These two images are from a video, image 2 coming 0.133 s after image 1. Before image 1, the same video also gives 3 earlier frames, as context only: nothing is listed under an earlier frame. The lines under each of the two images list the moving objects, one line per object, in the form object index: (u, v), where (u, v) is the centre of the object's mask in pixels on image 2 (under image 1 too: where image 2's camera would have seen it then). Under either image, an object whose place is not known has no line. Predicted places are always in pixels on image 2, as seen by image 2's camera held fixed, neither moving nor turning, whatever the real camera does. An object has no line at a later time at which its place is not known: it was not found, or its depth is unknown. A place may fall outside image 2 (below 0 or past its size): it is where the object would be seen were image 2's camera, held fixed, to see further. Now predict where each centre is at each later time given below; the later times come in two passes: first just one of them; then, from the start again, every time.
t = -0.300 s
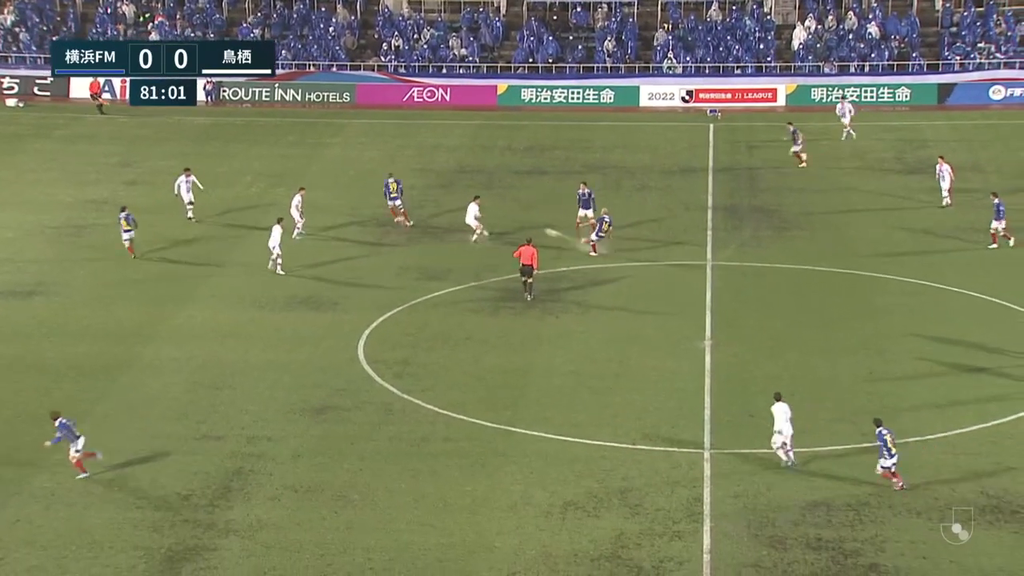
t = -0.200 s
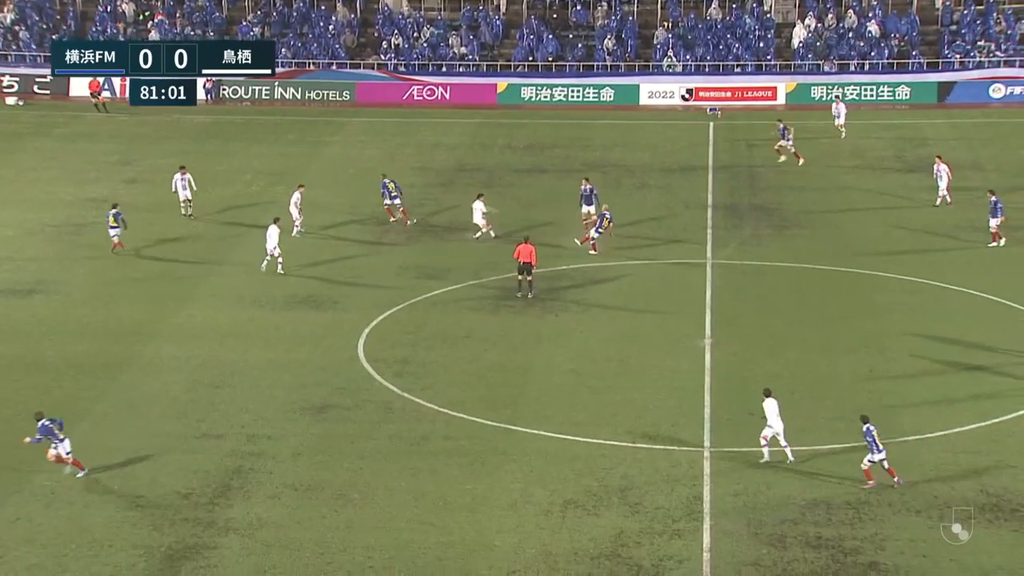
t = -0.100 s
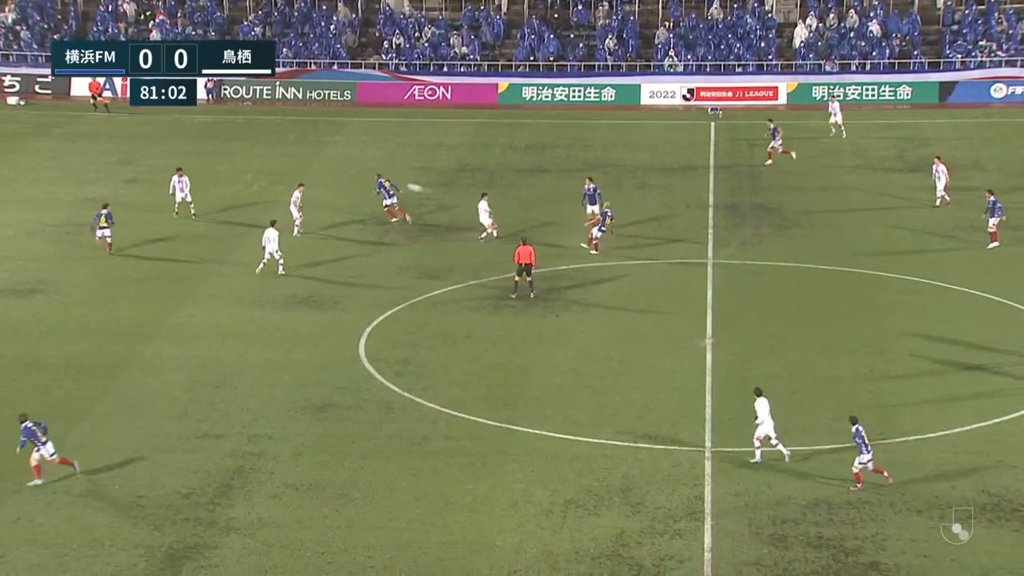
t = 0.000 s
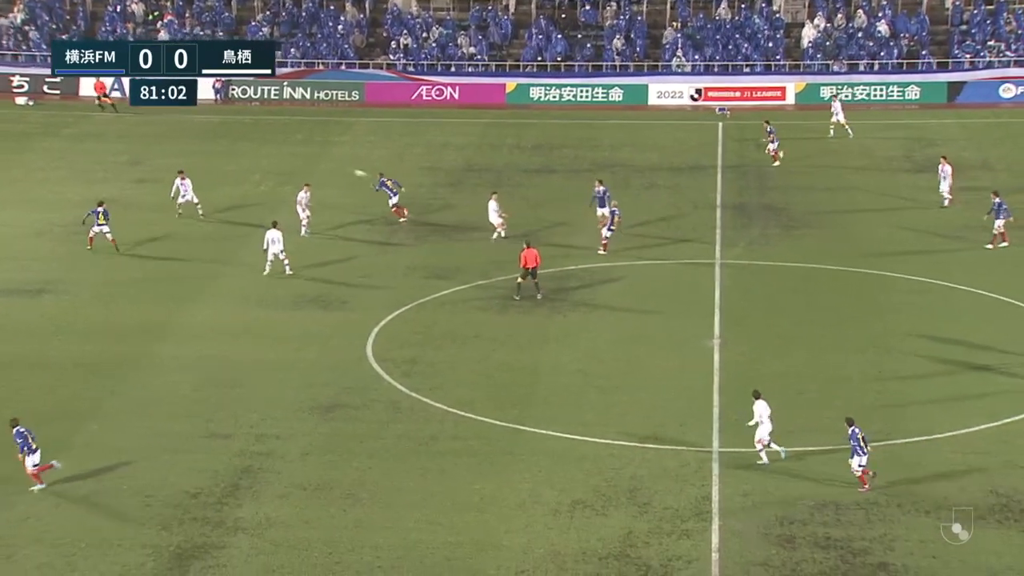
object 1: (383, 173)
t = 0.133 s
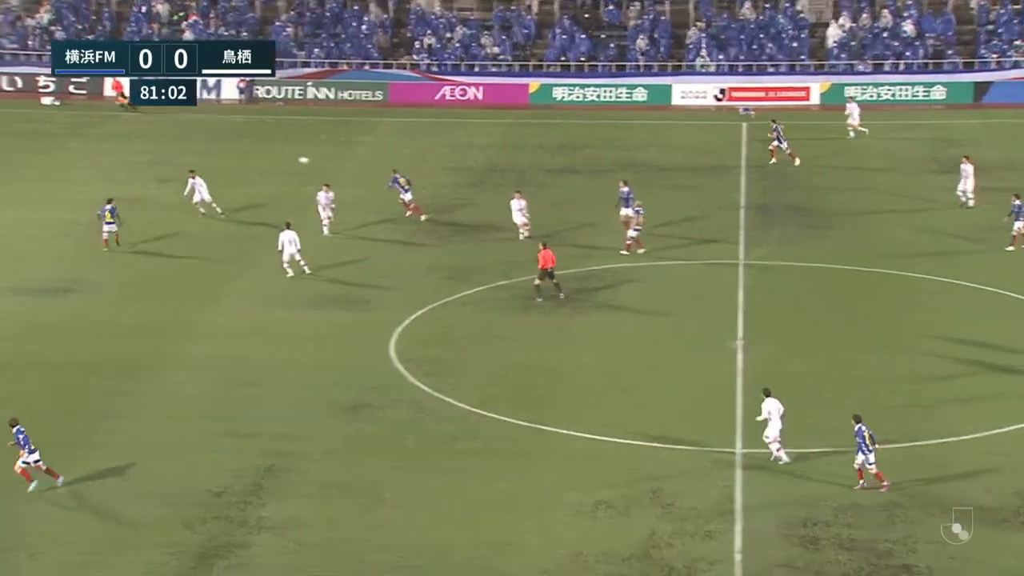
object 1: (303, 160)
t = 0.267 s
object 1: (222, 153)
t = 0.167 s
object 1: (282, 157)
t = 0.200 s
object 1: (261, 155)
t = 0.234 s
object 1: (241, 154)
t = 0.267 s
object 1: (222, 153)
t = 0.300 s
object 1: (202, 152)
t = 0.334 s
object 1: (183, 151)
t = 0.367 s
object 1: (166, 152)
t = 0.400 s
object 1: (147, 152)
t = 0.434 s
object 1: (130, 153)
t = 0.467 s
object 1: (111, 154)
